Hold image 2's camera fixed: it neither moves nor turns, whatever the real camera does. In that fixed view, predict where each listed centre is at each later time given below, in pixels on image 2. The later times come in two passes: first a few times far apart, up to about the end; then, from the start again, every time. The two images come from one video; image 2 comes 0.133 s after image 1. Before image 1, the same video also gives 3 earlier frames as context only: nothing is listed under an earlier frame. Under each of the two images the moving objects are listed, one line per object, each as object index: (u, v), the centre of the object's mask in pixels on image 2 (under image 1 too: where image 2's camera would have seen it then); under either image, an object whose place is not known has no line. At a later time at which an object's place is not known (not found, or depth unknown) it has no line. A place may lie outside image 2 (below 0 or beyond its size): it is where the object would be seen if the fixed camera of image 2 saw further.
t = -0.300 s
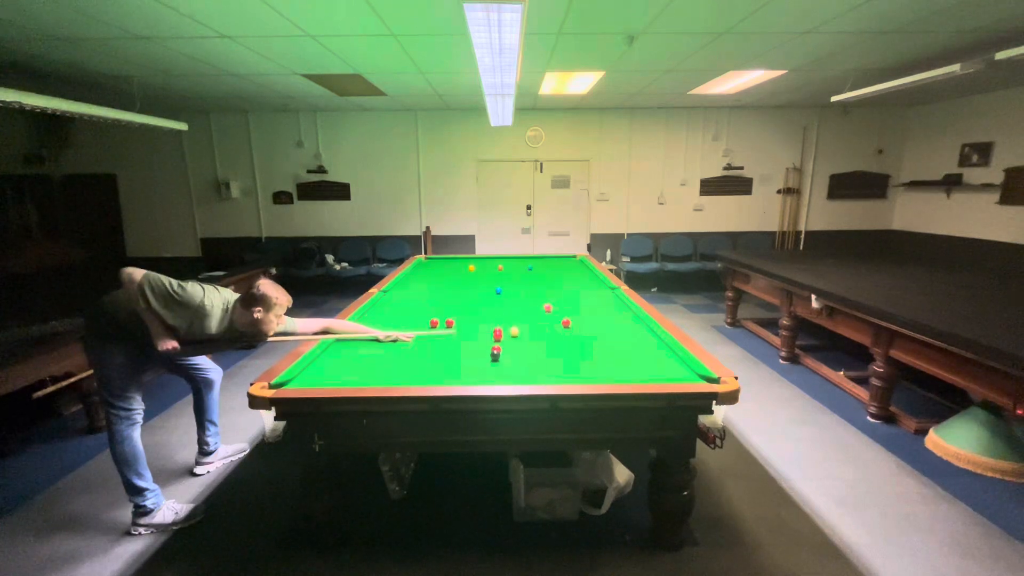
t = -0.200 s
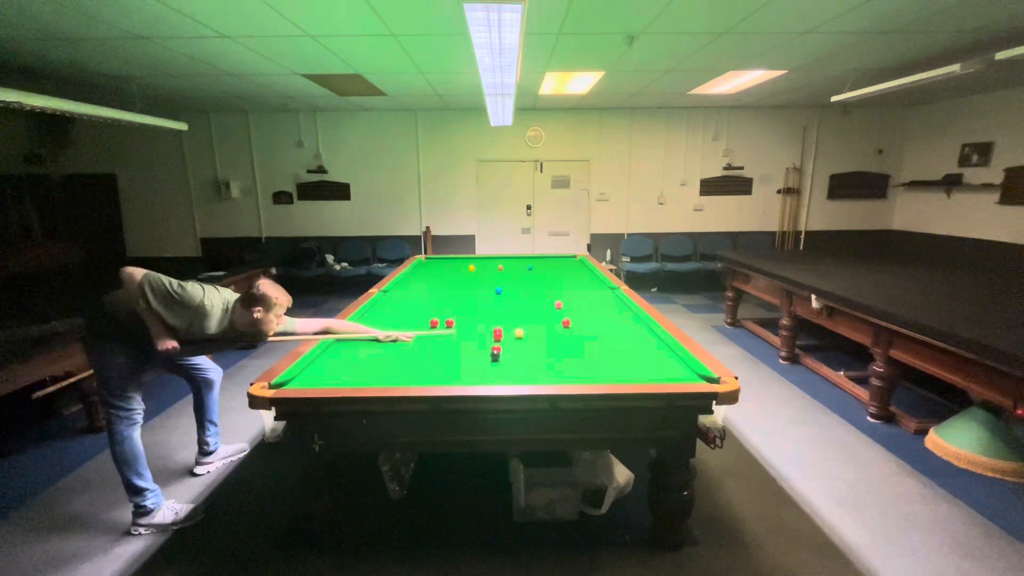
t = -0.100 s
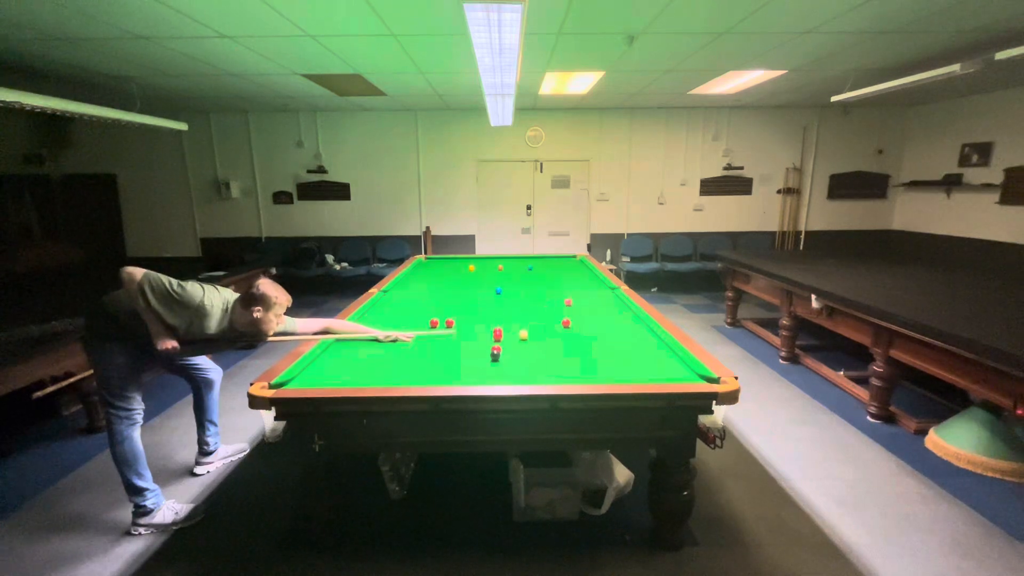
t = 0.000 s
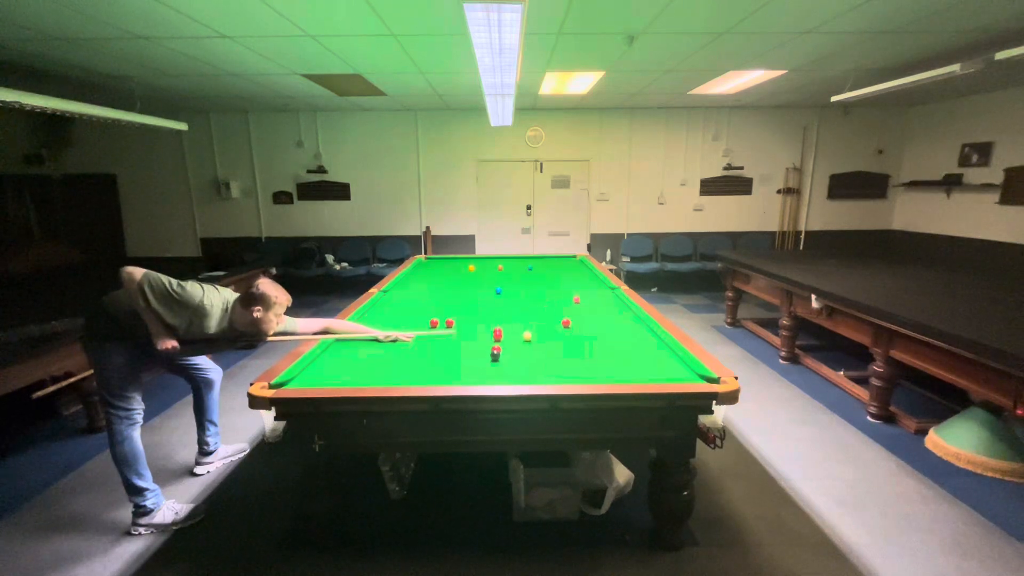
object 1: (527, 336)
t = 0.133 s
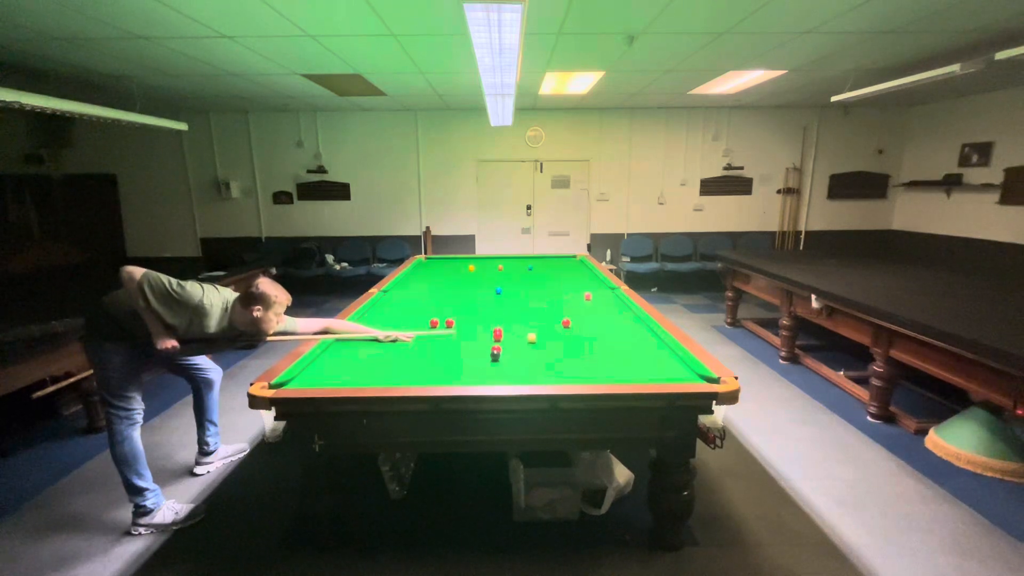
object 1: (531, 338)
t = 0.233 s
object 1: (534, 338)
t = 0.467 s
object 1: (539, 339)
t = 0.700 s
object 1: (540, 340)
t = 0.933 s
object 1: (541, 340)
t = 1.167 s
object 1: (541, 340)
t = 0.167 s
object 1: (532, 338)
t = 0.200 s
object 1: (533, 338)
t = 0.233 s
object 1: (534, 338)
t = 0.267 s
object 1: (535, 338)
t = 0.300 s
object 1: (536, 339)
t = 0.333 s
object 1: (536, 339)
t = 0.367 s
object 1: (538, 339)
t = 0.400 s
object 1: (538, 339)
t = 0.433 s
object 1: (539, 340)
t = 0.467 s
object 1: (539, 339)
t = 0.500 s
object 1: (539, 339)
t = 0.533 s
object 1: (540, 339)
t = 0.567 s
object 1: (540, 339)
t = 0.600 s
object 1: (540, 340)
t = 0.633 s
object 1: (541, 340)
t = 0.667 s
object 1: (540, 340)
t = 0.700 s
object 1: (540, 340)
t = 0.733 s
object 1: (541, 340)
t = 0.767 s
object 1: (541, 340)
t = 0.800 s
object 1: (541, 340)
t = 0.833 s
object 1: (541, 340)
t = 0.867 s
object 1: (541, 340)
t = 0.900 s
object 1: (541, 339)
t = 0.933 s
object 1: (541, 340)
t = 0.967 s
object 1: (541, 340)
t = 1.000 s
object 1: (541, 340)
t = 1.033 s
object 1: (541, 340)
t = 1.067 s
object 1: (541, 340)
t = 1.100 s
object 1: (541, 340)
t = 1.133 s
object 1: (541, 340)
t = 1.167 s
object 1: (541, 340)
